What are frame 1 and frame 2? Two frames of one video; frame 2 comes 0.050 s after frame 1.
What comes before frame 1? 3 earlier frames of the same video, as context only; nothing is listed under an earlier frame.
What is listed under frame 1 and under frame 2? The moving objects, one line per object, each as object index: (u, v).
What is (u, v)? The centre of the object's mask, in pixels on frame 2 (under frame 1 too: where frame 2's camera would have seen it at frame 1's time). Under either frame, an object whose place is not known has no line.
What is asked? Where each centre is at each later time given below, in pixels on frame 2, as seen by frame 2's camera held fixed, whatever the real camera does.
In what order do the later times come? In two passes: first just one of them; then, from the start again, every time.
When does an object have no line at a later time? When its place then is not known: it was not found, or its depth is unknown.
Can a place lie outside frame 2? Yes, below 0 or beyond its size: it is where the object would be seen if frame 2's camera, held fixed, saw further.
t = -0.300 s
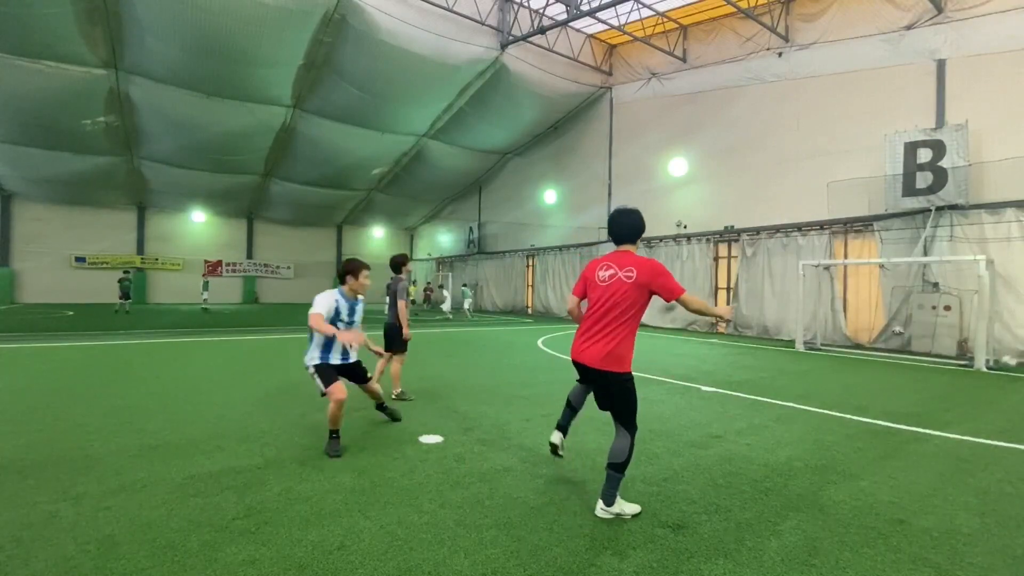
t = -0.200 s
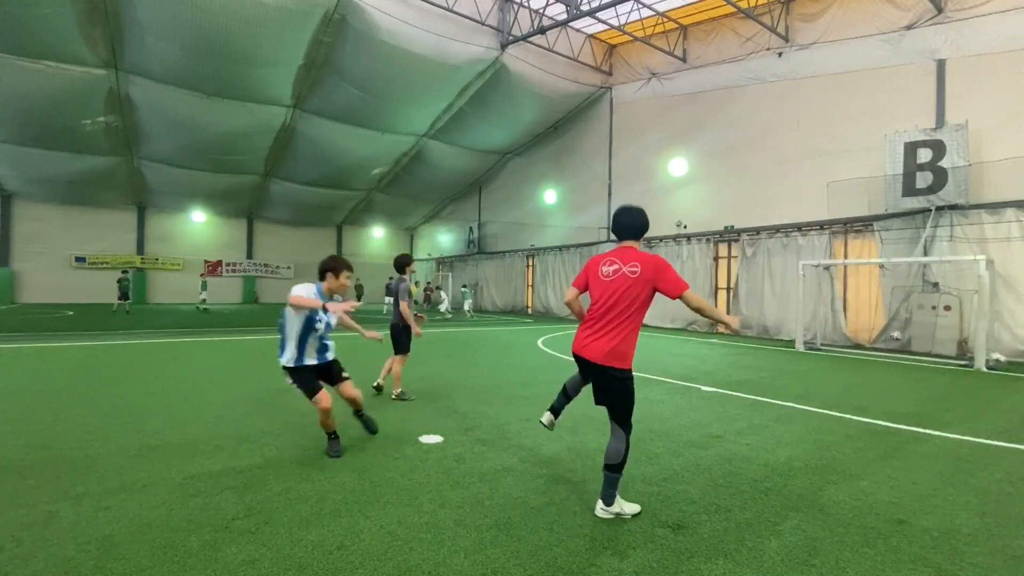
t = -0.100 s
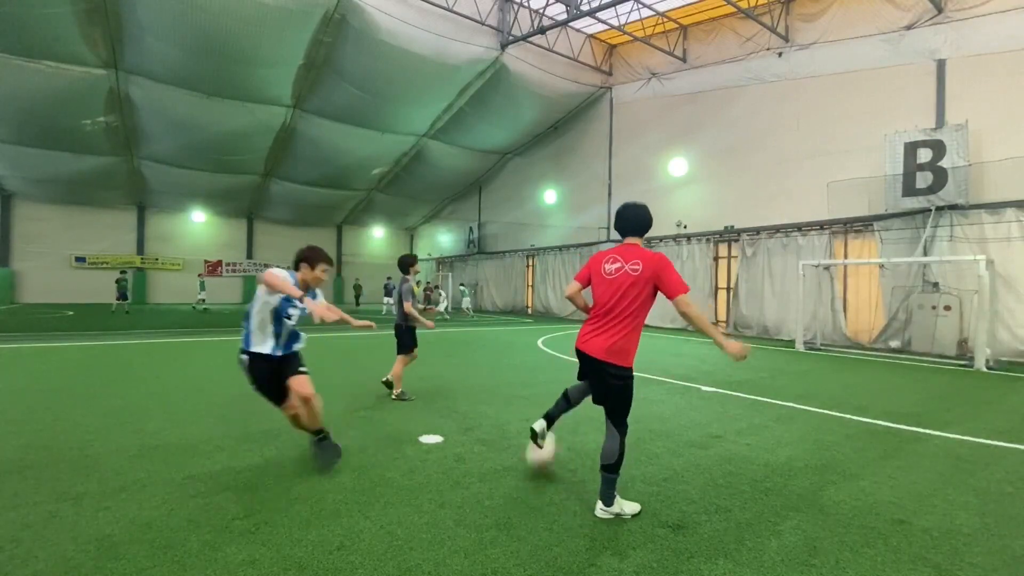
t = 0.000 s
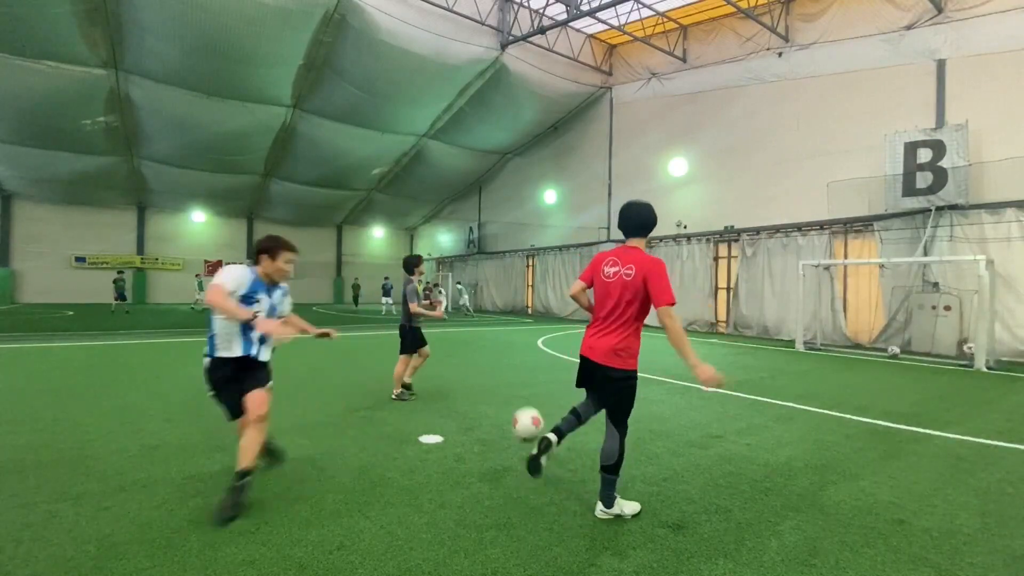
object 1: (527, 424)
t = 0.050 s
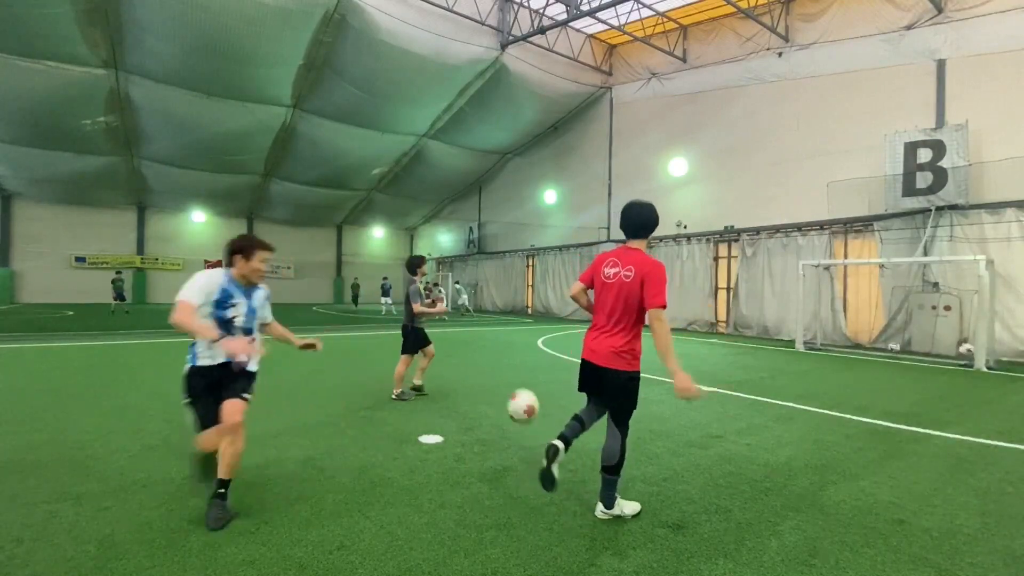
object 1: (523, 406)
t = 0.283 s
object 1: (496, 366)
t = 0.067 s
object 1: (521, 401)
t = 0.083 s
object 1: (519, 395)
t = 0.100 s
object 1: (517, 391)
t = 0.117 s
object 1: (516, 387)
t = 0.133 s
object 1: (514, 383)
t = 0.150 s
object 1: (512, 380)
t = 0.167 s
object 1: (510, 376)
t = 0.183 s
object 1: (508, 373)
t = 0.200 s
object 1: (506, 371)
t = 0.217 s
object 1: (504, 369)
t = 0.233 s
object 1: (502, 368)
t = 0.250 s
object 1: (500, 367)
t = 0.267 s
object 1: (498, 366)
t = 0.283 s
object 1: (496, 366)
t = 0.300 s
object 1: (494, 366)
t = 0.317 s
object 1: (492, 367)
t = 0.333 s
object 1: (490, 368)
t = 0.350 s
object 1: (487, 369)
